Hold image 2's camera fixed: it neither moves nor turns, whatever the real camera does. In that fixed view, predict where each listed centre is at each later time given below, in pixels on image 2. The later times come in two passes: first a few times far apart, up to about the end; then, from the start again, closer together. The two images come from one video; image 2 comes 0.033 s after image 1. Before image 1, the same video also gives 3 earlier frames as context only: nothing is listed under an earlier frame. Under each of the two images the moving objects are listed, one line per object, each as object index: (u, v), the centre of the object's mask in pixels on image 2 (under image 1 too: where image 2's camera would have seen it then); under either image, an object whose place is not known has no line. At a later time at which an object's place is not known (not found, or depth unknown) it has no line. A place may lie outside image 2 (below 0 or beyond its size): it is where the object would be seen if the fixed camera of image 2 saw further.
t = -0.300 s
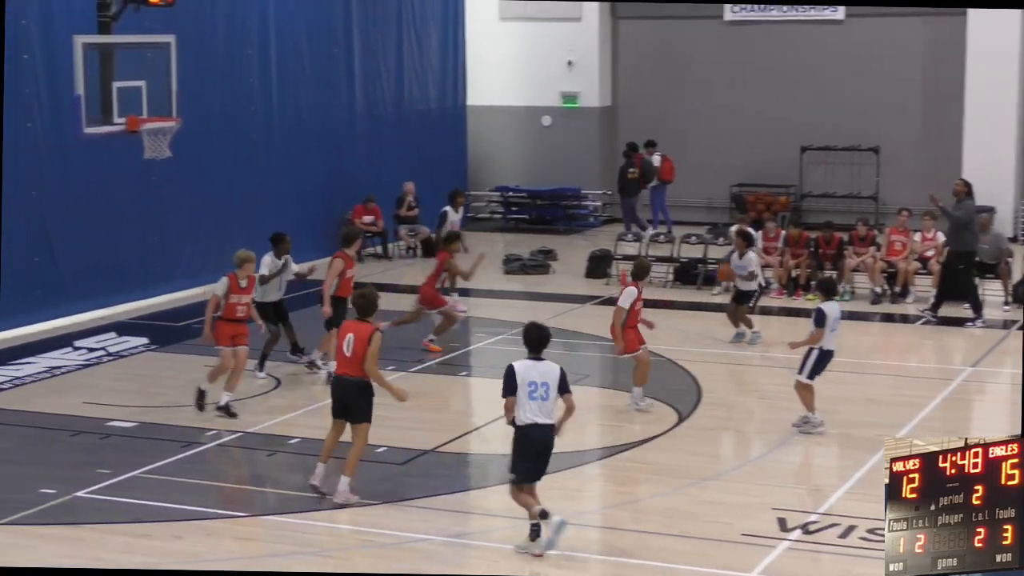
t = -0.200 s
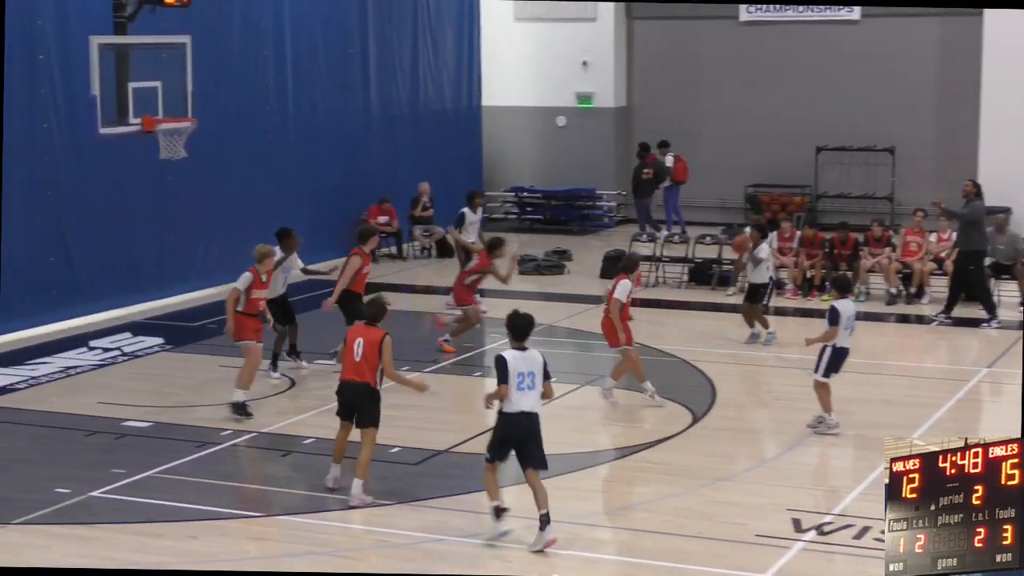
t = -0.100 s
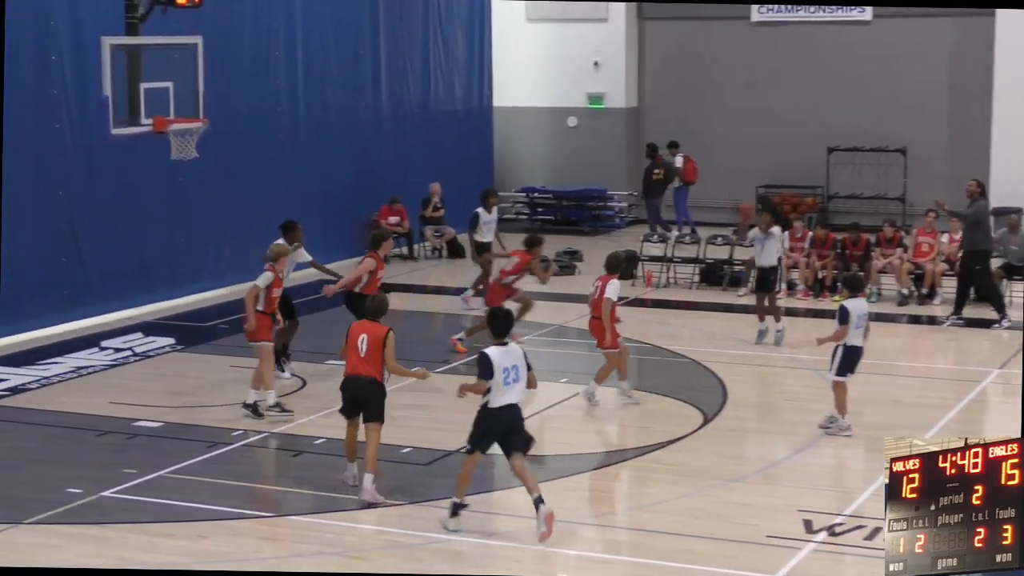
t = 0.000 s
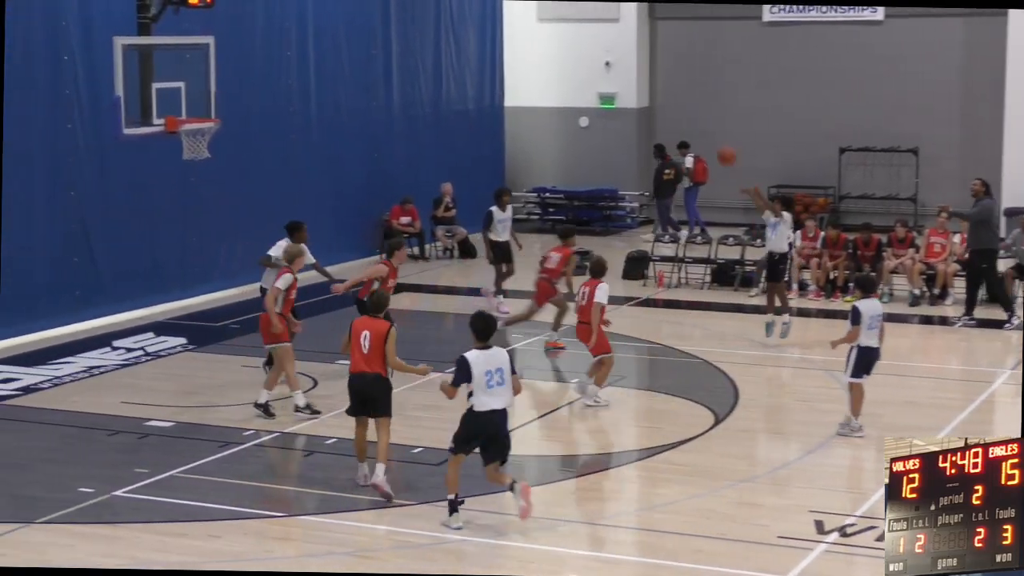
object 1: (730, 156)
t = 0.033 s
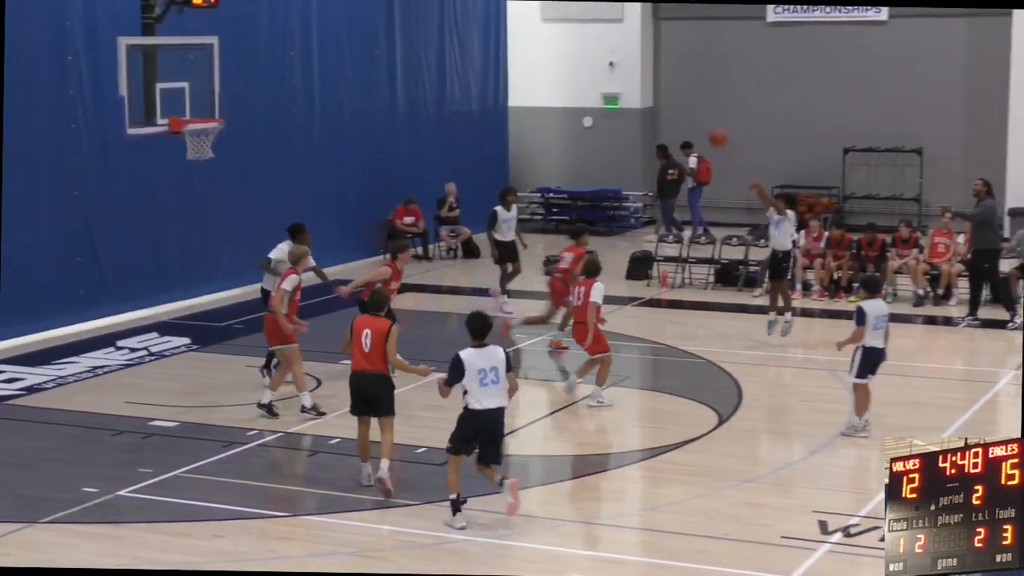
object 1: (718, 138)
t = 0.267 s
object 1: (631, 33)
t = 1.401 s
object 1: (192, 129)
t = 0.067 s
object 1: (706, 121)
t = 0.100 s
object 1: (693, 104)
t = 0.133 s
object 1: (681, 89)
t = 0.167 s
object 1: (669, 74)
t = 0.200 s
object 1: (657, 59)
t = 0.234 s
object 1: (644, 46)
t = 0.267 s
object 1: (631, 33)
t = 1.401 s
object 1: (192, 129)
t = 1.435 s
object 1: (190, 143)
